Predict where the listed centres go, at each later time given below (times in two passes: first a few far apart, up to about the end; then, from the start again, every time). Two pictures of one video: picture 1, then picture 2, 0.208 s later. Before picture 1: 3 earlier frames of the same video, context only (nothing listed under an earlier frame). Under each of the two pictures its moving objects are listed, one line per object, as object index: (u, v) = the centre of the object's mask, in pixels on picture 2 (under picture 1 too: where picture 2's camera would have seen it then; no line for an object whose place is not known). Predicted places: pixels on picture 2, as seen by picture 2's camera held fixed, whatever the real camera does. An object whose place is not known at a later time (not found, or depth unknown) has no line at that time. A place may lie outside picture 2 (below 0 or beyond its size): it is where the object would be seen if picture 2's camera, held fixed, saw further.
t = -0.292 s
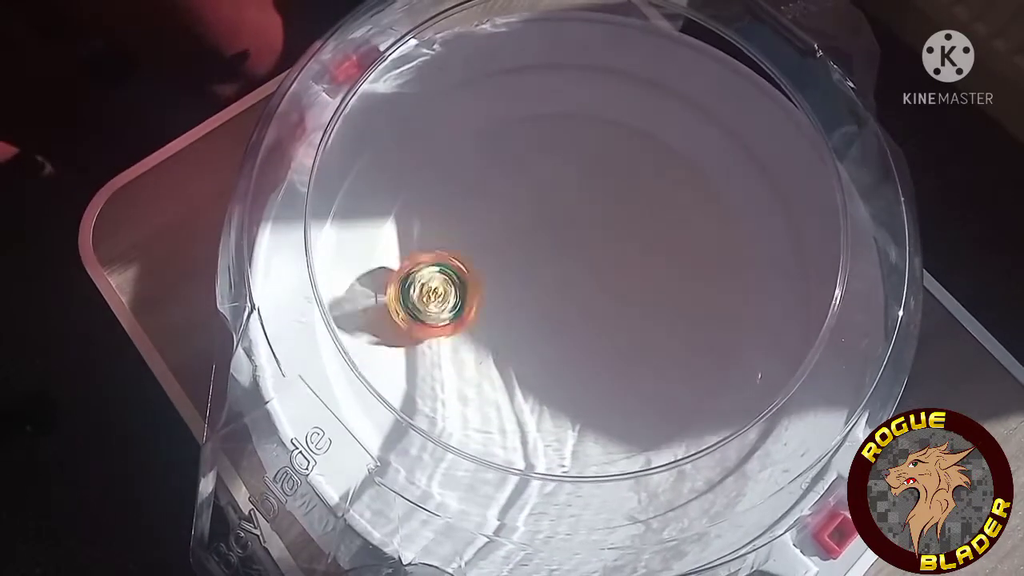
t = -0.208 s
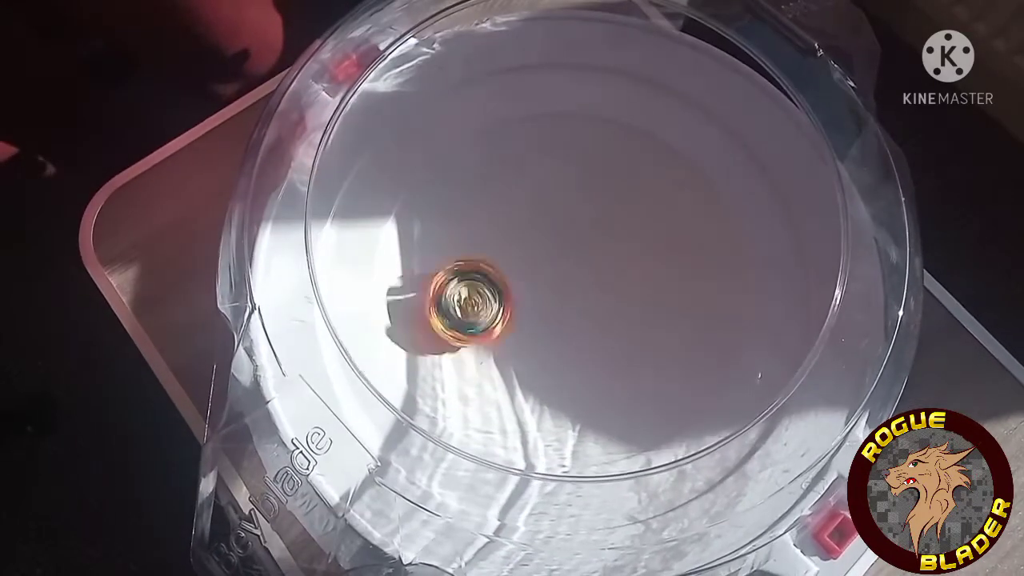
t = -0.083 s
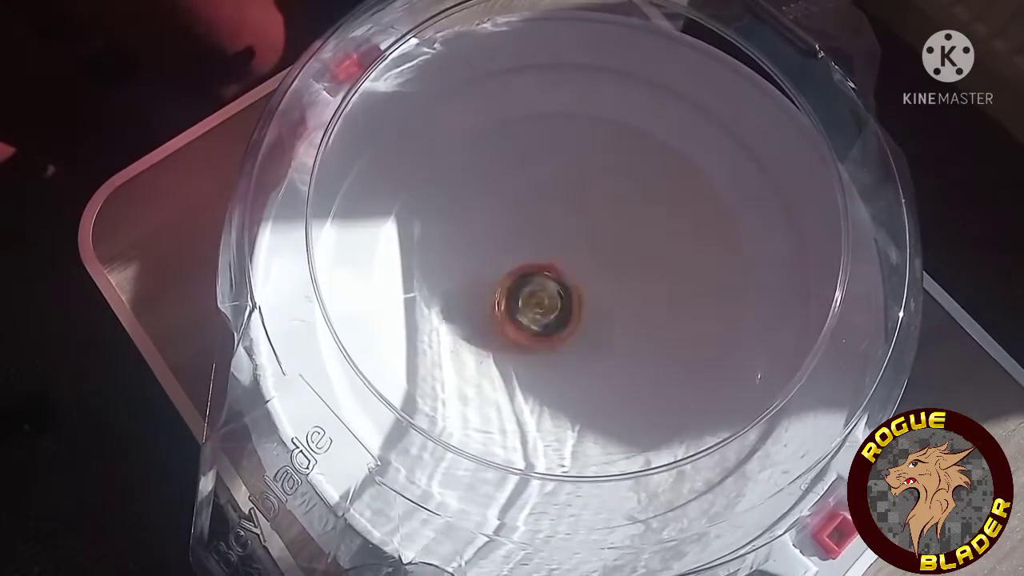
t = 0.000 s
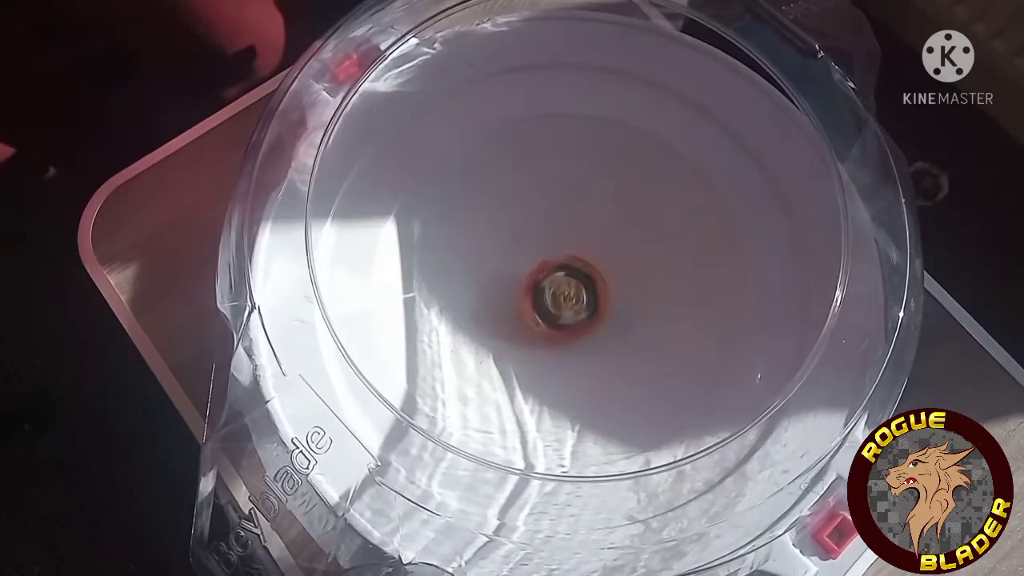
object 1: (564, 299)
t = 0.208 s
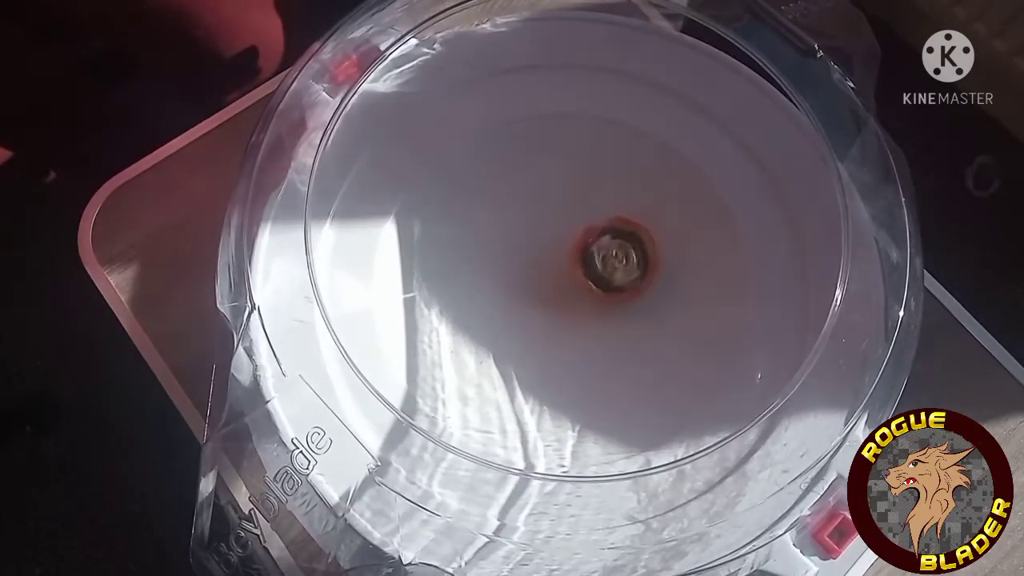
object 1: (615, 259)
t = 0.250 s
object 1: (615, 255)
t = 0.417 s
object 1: (613, 251)
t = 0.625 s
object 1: (607, 256)
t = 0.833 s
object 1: (600, 262)
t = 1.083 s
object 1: (584, 270)
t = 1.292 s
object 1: (571, 274)
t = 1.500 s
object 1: (556, 271)
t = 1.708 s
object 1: (545, 267)
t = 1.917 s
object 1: (542, 262)
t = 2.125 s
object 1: (543, 260)
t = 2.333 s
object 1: (550, 260)
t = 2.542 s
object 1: (557, 263)
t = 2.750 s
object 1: (562, 271)
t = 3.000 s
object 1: (563, 281)
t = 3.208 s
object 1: (562, 289)
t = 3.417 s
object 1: (556, 295)
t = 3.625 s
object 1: (551, 296)
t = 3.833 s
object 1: (546, 292)
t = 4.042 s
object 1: (546, 285)
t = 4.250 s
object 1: (549, 279)
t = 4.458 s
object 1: (556, 275)
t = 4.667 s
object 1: (564, 275)
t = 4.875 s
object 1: (571, 280)
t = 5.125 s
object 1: (575, 284)
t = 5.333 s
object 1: (574, 288)
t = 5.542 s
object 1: (570, 289)
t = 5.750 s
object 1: (564, 288)
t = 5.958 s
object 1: (560, 283)
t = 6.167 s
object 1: (558, 277)
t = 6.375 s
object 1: (558, 274)
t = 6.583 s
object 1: (562, 271)
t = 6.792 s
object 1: (566, 270)
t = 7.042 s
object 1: (568, 274)
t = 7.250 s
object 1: (569, 280)
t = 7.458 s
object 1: (567, 281)
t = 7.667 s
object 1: (562, 285)
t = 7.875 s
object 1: (558, 283)
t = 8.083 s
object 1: (555, 283)
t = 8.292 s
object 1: (553, 278)
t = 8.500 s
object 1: (554, 275)
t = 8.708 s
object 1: (558, 276)
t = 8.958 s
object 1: (561, 276)
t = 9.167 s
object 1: (563, 280)
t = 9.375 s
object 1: (564, 284)
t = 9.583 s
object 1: (562, 288)
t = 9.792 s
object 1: (560, 288)
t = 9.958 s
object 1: (559, 288)
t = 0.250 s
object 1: (615, 255)
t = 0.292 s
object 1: (615, 255)
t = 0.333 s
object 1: (615, 254)
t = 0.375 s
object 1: (615, 253)
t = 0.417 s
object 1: (613, 251)
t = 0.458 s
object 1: (612, 253)
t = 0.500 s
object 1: (612, 253)
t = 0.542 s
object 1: (612, 253)
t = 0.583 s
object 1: (612, 252)
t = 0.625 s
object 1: (607, 256)
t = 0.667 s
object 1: (607, 258)
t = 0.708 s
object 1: (606, 258)
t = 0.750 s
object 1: (604, 258)
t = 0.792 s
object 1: (601, 261)
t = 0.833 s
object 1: (600, 262)
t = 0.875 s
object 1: (598, 263)
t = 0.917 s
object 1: (595, 264)
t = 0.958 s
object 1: (590, 269)
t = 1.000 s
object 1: (589, 269)
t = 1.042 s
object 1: (587, 270)
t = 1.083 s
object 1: (584, 270)
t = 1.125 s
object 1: (582, 271)
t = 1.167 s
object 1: (579, 273)
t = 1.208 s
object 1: (575, 272)
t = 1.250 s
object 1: (572, 273)
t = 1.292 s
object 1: (571, 274)
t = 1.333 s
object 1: (568, 274)
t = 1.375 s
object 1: (565, 273)
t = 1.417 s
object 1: (562, 273)
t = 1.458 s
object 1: (560, 273)
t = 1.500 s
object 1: (556, 271)
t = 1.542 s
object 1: (553, 270)
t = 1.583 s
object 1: (551, 271)
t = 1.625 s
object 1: (551, 271)
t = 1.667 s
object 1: (547, 268)
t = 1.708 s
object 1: (545, 267)
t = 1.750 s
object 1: (545, 268)
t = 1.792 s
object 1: (544, 265)
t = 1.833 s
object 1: (542, 263)
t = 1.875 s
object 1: (541, 264)
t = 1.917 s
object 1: (542, 262)
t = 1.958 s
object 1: (541, 261)
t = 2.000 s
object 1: (541, 262)
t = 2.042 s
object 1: (543, 261)
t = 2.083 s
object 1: (542, 260)
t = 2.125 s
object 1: (543, 260)
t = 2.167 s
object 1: (544, 261)
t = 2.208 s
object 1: (546, 260)
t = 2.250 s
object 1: (546, 260)
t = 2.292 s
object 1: (548, 260)
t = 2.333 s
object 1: (550, 260)
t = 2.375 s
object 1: (551, 259)
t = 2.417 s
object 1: (554, 262)
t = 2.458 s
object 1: (556, 262)
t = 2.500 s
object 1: (556, 261)
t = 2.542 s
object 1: (557, 263)
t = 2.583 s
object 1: (559, 264)
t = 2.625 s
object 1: (559, 265)
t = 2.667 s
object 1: (560, 268)
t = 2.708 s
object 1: (561, 269)
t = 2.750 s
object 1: (562, 271)
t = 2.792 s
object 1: (562, 273)
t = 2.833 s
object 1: (564, 273)
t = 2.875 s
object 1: (564, 275)
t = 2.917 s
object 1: (564, 279)
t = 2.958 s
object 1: (565, 280)
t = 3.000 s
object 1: (563, 281)
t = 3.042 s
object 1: (564, 282)
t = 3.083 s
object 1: (565, 284)
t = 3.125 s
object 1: (562, 286)
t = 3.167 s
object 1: (562, 288)
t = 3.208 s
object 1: (562, 289)
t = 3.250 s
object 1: (562, 288)
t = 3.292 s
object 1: (561, 291)
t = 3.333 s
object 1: (558, 292)
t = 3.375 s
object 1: (556, 293)
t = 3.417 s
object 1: (556, 295)
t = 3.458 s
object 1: (555, 293)
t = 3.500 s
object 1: (553, 295)
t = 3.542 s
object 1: (554, 295)
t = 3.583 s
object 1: (552, 294)
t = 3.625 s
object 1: (551, 296)
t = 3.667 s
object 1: (551, 294)
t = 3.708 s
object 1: (548, 293)
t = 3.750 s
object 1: (548, 294)
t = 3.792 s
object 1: (549, 292)
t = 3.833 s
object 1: (546, 292)
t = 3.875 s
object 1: (548, 291)
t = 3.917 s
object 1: (546, 288)
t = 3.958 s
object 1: (546, 288)
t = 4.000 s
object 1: (546, 285)
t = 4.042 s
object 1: (546, 285)
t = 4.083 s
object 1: (547, 286)
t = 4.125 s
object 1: (547, 282)
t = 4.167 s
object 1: (548, 281)
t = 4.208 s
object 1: (550, 280)
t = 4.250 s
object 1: (549, 279)
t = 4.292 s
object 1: (551, 280)
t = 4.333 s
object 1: (553, 279)
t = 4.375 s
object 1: (555, 278)
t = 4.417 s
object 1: (556, 276)
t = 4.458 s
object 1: (556, 275)
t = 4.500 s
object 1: (558, 277)
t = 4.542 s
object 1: (561, 275)
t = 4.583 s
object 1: (562, 276)
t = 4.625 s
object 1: (564, 275)
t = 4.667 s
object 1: (564, 275)
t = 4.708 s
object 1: (568, 277)
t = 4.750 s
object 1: (569, 276)
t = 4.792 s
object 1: (568, 278)
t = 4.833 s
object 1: (571, 277)
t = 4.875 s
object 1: (571, 280)
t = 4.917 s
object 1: (573, 280)
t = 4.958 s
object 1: (573, 280)
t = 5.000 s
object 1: (573, 281)
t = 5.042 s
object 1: (575, 281)
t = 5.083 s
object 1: (574, 284)
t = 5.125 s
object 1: (575, 284)
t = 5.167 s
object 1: (573, 285)
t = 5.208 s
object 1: (574, 286)
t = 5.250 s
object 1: (573, 287)
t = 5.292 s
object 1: (575, 289)
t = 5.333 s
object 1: (574, 288)
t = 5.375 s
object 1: (572, 288)
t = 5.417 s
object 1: (573, 288)
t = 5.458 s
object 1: (570, 289)
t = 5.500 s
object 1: (571, 290)
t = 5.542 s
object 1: (570, 289)
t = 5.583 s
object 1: (568, 290)
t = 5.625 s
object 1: (567, 289)
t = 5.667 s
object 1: (567, 290)
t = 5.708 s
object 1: (567, 288)
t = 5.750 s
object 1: (564, 288)
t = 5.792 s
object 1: (563, 286)
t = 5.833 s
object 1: (561, 287)
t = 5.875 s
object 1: (562, 287)
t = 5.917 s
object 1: (560, 284)
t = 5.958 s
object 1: (560, 283)
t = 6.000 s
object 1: (558, 281)
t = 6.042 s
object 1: (559, 283)
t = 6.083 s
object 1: (559, 280)
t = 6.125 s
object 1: (559, 279)
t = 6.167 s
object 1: (558, 277)
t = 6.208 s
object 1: (558, 278)
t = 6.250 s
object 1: (559, 276)
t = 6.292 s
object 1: (558, 275)
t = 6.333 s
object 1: (559, 273)
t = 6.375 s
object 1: (558, 274)
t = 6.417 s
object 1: (560, 273)
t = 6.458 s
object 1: (560, 272)
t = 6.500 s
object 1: (562, 270)
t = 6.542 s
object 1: (561, 270)
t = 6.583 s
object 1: (562, 271)
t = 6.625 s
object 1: (562, 269)
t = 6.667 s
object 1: (564, 269)
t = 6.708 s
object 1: (563, 269)
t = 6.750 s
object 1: (564, 271)
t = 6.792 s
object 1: (566, 270)
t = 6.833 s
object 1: (566, 271)
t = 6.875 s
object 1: (567, 271)
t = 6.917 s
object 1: (568, 273)
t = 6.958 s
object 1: (569, 272)
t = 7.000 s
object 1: (567, 273)
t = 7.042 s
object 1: (568, 274)
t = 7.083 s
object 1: (569, 276)
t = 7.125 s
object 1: (570, 275)
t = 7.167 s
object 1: (568, 276)
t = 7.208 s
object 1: (569, 277)
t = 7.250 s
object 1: (569, 280)
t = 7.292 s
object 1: (569, 279)
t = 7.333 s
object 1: (568, 280)
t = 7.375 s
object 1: (569, 280)
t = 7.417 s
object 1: (568, 282)
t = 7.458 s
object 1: (567, 281)
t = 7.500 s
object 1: (565, 283)
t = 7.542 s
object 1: (566, 282)
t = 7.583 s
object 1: (565, 285)
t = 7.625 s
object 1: (564, 283)
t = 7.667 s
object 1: (562, 285)
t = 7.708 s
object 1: (562, 283)
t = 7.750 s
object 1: (561, 285)
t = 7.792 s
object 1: (559, 284)
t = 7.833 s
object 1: (559, 285)
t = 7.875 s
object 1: (558, 283)
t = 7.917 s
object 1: (558, 284)
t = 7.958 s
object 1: (556, 283)
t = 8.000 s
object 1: (557, 283)
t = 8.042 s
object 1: (555, 282)
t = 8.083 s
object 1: (555, 283)
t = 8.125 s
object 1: (554, 281)
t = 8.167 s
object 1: (554, 280)
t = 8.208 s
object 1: (553, 279)
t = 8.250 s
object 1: (554, 279)
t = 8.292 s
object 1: (553, 278)
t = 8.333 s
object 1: (554, 276)
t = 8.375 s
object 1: (551, 277)
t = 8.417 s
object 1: (554, 277)
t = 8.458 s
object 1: (554, 276)
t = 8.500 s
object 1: (554, 275)
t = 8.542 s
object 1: (554, 276)
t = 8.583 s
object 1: (556, 275)
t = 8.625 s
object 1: (555, 276)
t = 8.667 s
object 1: (556, 275)
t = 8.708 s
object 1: (558, 276)
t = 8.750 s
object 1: (557, 275)
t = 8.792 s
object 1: (558, 276)
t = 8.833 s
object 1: (558, 277)
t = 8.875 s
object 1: (560, 275)
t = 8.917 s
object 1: (560, 276)
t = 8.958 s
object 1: (561, 276)
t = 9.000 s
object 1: (563, 277)
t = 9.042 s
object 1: (562, 277)
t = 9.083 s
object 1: (563, 279)
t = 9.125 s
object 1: (562, 278)
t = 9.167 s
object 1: (563, 280)
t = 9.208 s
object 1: (563, 281)
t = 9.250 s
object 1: (564, 281)
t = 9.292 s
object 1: (562, 282)
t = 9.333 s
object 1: (564, 283)
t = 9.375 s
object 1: (564, 284)
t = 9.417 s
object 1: (562, 284)
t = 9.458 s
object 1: (564, 286)
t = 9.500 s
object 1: (563, 285)
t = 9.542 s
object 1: (563, 286)
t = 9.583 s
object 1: (562, 288)
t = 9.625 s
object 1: (563, 287)
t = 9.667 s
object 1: (562, 288)
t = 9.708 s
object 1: (560, 288)
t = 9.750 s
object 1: (562, 288)
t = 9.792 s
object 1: (560, 288)
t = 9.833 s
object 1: (561, 289)
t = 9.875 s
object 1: (559, 288)
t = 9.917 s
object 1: (559, 287)
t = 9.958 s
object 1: (559, 288)
